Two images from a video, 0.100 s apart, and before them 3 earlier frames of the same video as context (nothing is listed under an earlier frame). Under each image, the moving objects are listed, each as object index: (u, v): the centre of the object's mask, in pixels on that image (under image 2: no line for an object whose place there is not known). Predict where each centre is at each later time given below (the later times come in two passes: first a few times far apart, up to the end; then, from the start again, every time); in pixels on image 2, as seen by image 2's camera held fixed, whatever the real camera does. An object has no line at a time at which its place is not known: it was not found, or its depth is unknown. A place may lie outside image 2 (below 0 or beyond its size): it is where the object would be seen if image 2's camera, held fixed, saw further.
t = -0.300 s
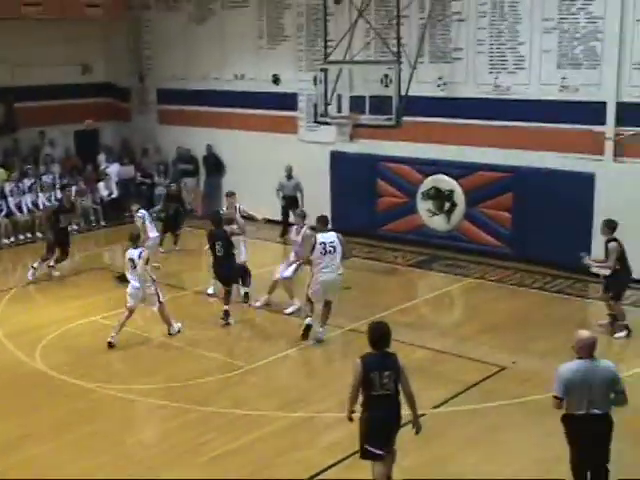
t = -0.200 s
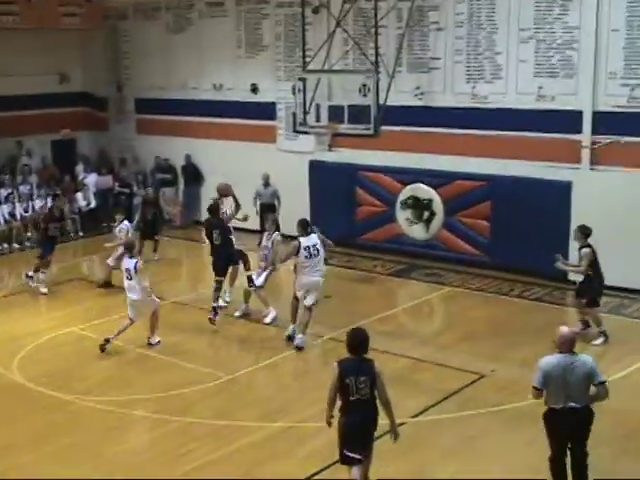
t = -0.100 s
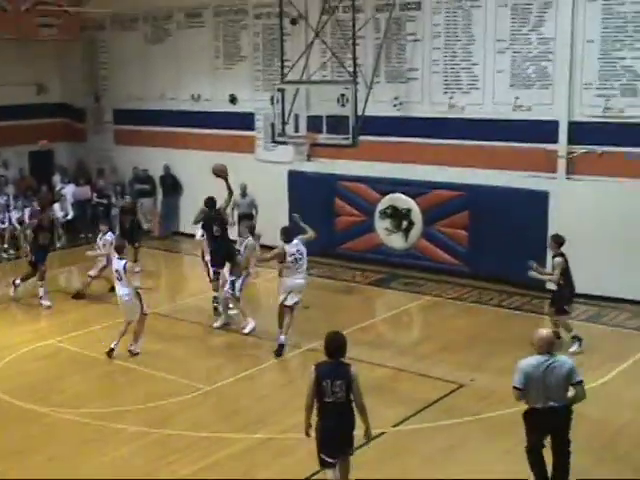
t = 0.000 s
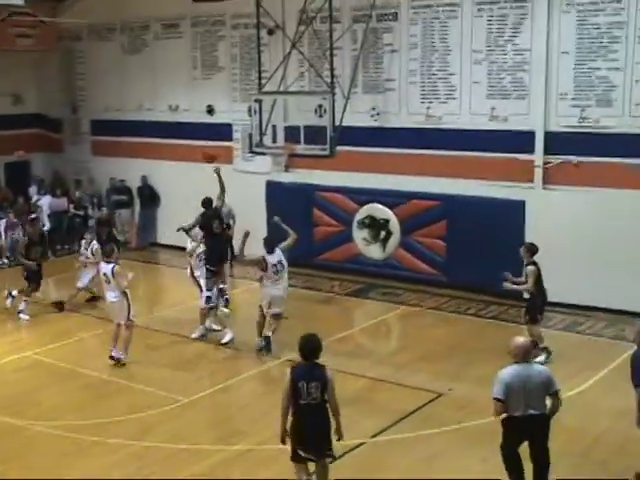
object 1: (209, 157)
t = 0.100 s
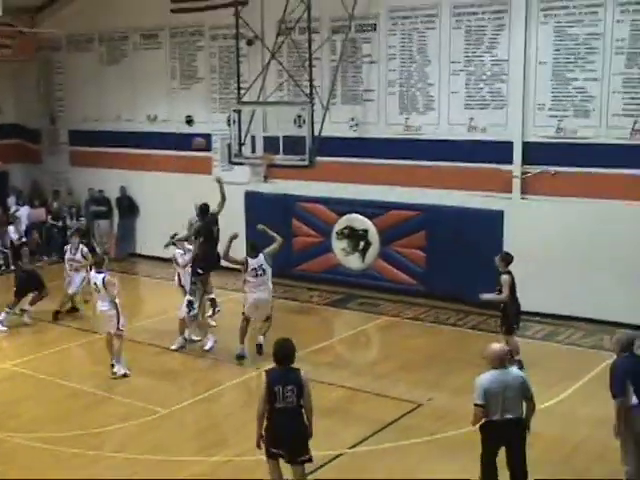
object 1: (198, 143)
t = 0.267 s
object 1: (215, 124)
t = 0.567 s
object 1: (242, 132)
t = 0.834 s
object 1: (262, 171)
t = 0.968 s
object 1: (266, 184)
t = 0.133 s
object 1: (202, 139)
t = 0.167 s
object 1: (205, 131)
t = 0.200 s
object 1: (208, 130)
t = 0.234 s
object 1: (211, 127)
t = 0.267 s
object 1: (215, 124)
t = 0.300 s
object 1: (217, 123)
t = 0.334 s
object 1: (222, 121)
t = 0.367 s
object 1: (223, 121)
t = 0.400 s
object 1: (227, 121)
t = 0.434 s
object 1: (229, 122)
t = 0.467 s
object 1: (232, 123)
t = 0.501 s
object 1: (235, 125)
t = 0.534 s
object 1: (240, 128)
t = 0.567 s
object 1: (242, 132)
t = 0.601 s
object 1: (245, 137)
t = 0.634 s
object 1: (247, 140)
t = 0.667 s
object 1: (251, 146)
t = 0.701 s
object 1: (253, 150)
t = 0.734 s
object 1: (256, 157)
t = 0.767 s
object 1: (260, 162)
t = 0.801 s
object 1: (264, 165)
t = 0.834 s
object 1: (262, 171)
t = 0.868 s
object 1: (261, 171)
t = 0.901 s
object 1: (262, 175)
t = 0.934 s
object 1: (264, 178)
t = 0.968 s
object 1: (266, 184)
